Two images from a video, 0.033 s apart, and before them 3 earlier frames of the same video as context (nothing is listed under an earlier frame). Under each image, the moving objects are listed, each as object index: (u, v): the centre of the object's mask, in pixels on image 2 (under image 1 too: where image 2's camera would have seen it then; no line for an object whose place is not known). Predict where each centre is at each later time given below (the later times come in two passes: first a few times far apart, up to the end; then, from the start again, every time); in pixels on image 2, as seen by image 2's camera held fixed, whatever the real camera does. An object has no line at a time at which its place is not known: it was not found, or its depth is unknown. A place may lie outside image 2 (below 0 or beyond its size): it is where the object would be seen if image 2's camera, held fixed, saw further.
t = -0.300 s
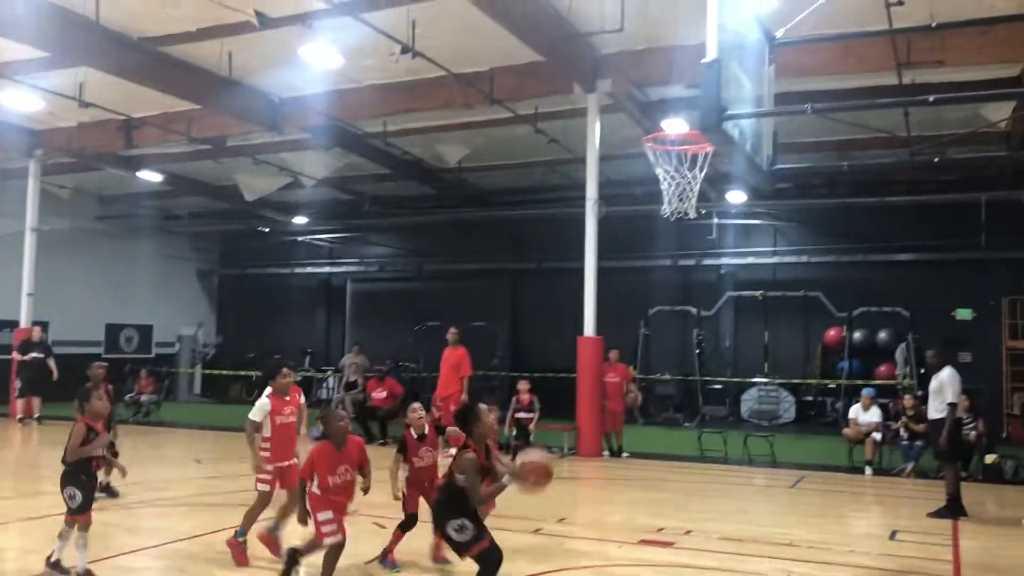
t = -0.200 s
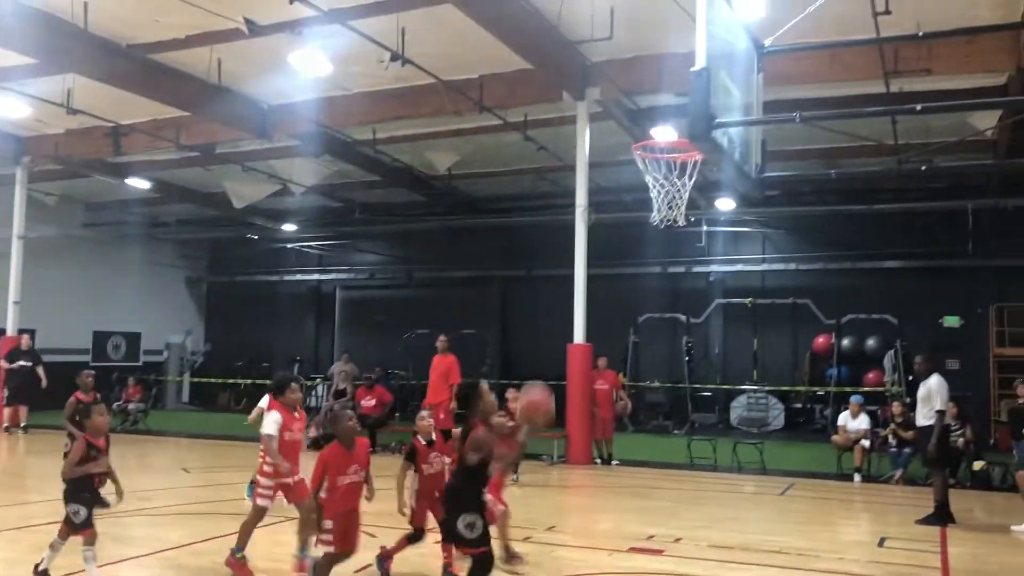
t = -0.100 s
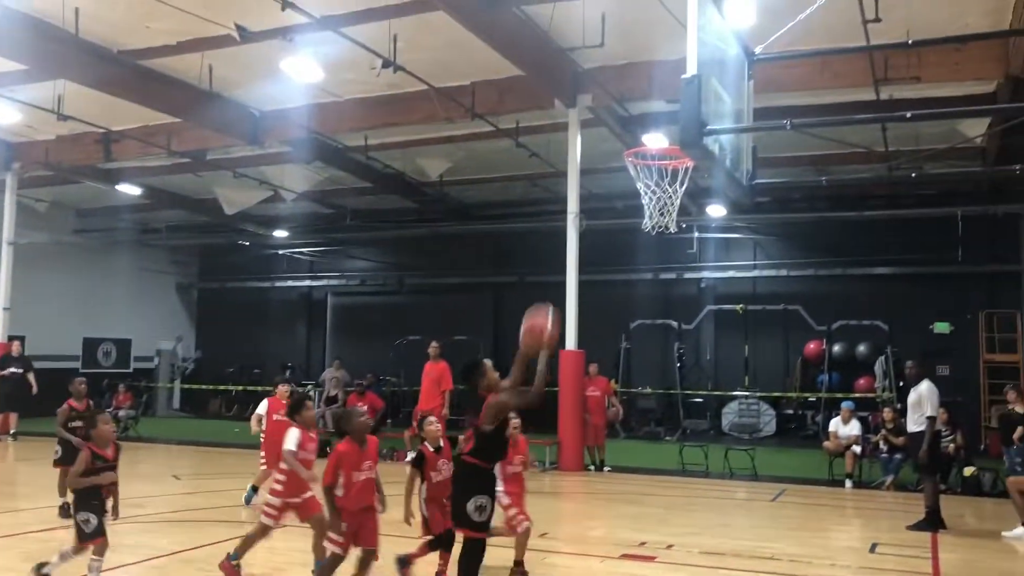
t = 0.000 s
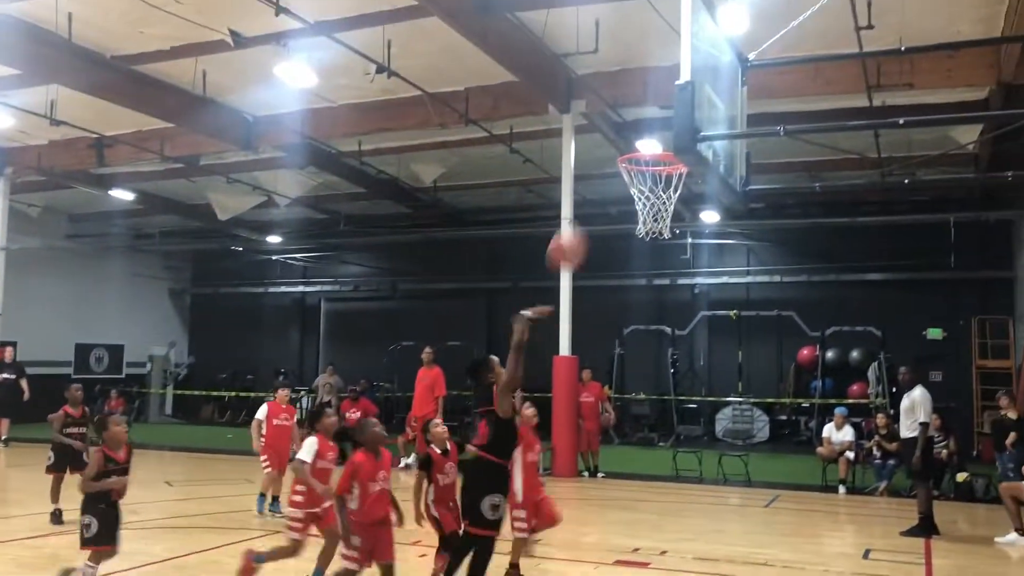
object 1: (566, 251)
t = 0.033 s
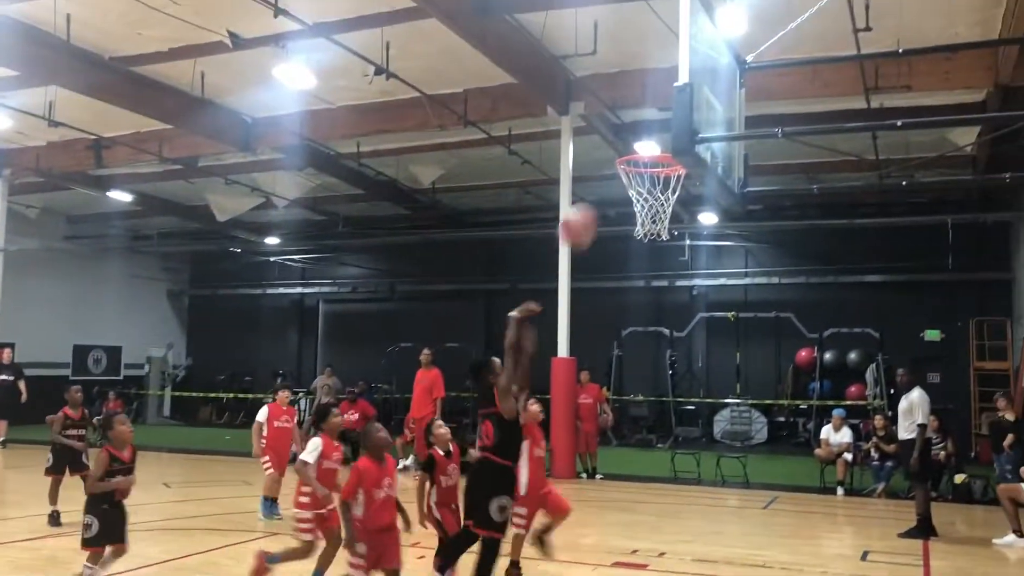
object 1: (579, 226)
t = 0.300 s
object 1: (663, 101)
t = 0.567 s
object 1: (648, 123)
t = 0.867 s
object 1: (665, 204)
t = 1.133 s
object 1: (672, 241)
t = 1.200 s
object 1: (672, 264)
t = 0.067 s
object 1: (591, 203)
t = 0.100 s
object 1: (601, 183)
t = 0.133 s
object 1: (613, 164)
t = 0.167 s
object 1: (623, 147)
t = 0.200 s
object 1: (634, 134)
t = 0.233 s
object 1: (645, 122)
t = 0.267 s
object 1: (656, 109)
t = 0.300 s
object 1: (663, 101)
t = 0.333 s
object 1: (669, 92)
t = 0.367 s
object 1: (669, 92)
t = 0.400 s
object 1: (668, 91)
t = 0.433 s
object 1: (665, 94)
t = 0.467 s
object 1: (660, 100)
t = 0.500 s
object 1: (658, 106)
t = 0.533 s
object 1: (653, 116)
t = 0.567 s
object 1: (648, 123)
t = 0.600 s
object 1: (642, 132)
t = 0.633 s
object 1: (636, 141)
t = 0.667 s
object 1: (635, 147)
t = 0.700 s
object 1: (643, 157)
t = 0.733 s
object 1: (645, 172)
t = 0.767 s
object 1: (652, 175)
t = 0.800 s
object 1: (657, 183)
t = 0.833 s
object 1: (662, 193)
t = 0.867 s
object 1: (665, 204)
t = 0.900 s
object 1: (669, 205)
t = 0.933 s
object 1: (670, 208)
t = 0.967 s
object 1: (671, 210)
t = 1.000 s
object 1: (672, 213)
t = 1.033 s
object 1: (672, 218)
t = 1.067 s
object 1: (672, 224)
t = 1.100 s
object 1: (672, 232)
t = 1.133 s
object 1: (672, 241)
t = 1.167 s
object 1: (673, 252)
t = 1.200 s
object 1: (672, 264)
